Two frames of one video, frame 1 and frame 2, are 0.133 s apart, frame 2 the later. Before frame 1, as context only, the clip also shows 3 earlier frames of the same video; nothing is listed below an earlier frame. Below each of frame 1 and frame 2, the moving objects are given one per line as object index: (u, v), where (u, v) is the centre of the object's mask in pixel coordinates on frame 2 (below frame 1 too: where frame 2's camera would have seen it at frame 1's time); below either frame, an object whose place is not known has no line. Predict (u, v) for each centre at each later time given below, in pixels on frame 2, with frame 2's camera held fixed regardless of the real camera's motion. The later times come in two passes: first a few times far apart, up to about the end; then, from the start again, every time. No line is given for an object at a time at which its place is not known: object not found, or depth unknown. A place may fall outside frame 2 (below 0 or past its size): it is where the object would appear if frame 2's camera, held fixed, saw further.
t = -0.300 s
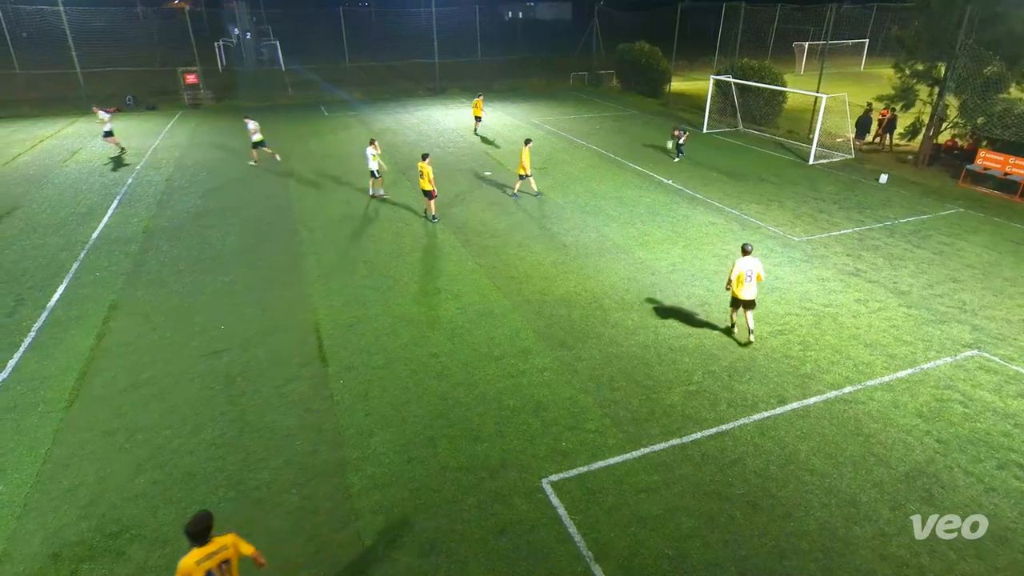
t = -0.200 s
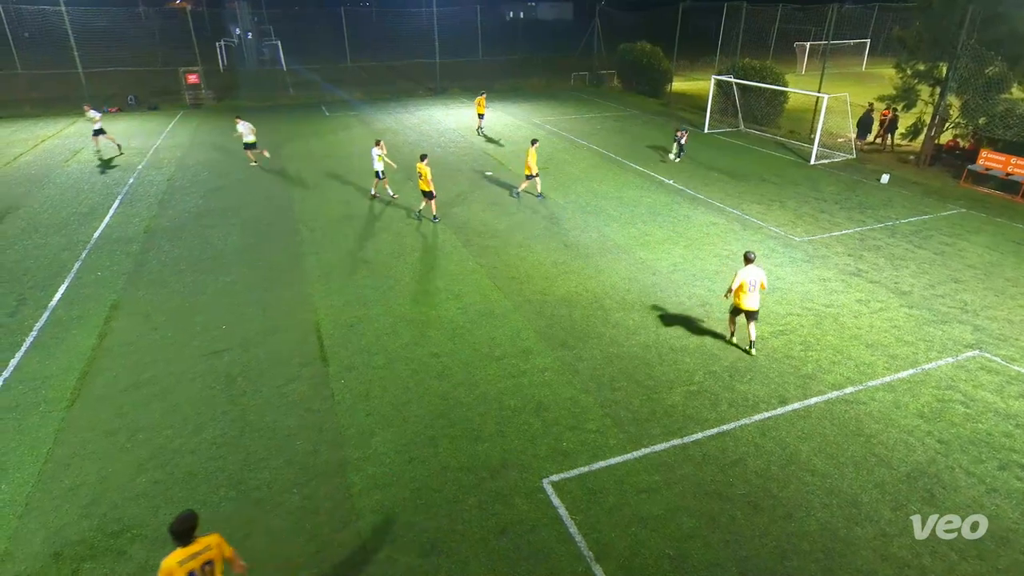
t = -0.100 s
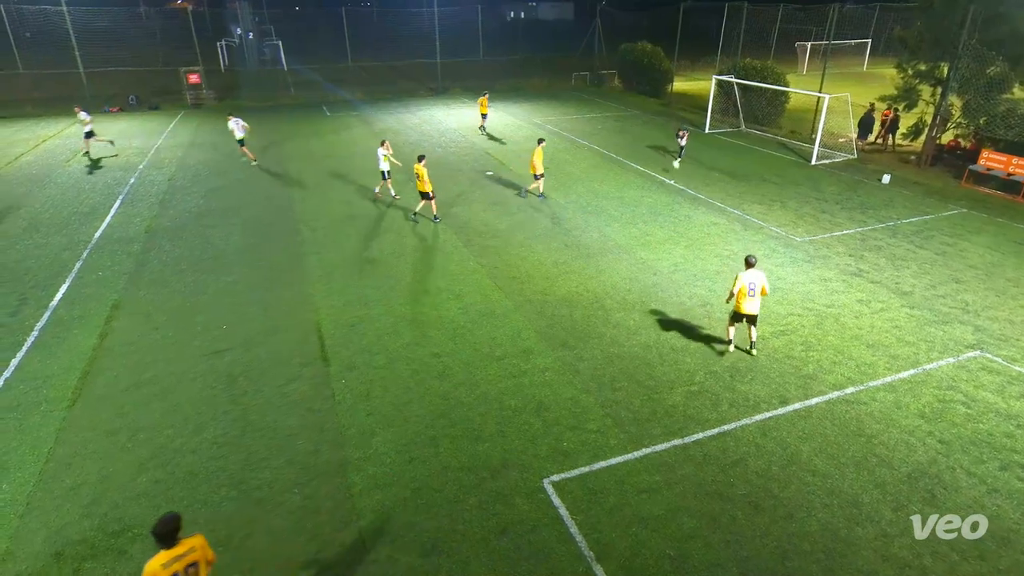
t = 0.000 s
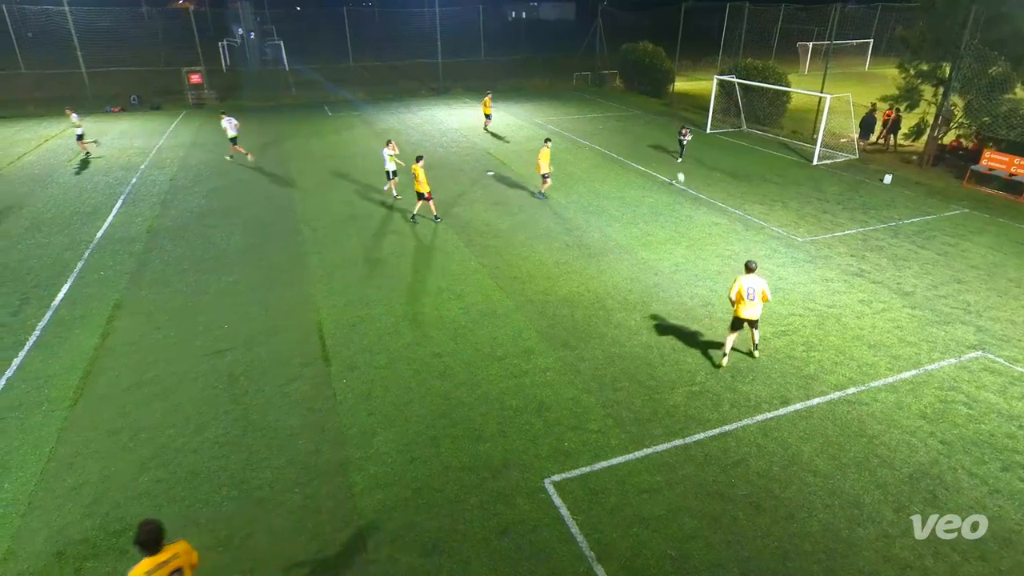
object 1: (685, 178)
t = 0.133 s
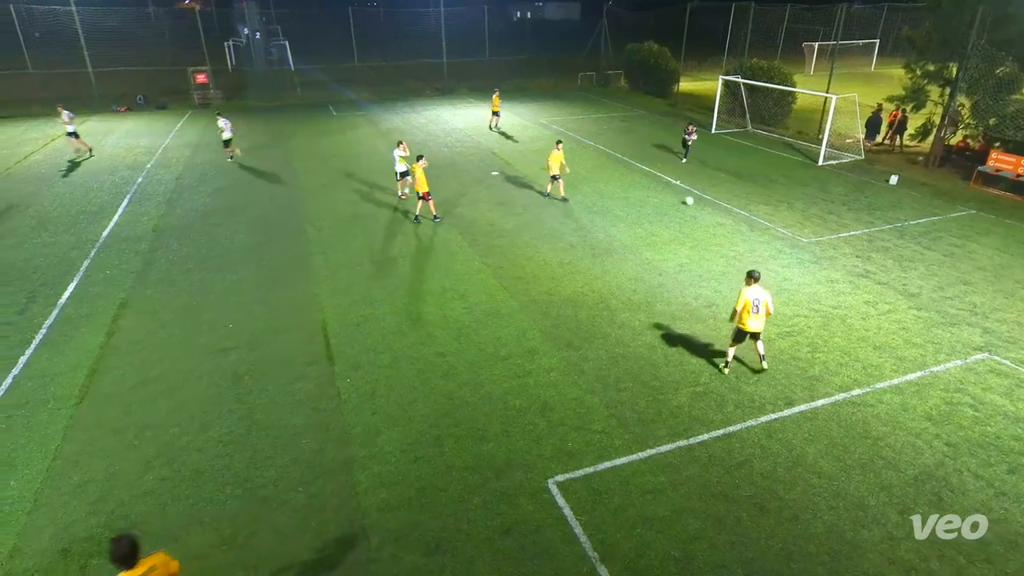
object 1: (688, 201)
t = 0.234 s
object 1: (690, 210)
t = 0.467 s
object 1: (694, 242)
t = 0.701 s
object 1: (696, 273)
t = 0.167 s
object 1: (689, 203)
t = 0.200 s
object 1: (689, 206)
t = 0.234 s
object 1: (690, 210)
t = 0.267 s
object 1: (691, 214)
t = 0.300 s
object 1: (691, 217)
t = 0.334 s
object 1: (692, 223)
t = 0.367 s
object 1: (693, 228)
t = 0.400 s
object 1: (694, 234)
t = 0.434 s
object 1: (694, 238)
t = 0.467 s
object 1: (694, 242)
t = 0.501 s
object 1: (694, 246)
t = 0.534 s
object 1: (694, 250)
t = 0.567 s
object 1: (695, 255)
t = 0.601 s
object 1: (695, 260)
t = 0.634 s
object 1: (695, 264)
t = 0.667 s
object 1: (696, 269)
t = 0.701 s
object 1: (696, 273)
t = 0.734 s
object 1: (696, 279)
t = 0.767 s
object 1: (697, 284)
